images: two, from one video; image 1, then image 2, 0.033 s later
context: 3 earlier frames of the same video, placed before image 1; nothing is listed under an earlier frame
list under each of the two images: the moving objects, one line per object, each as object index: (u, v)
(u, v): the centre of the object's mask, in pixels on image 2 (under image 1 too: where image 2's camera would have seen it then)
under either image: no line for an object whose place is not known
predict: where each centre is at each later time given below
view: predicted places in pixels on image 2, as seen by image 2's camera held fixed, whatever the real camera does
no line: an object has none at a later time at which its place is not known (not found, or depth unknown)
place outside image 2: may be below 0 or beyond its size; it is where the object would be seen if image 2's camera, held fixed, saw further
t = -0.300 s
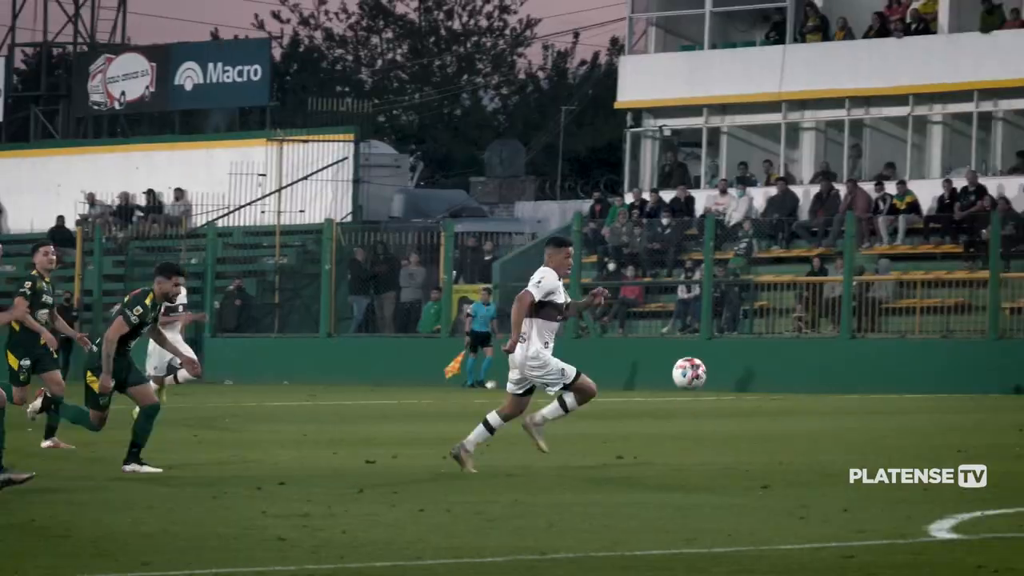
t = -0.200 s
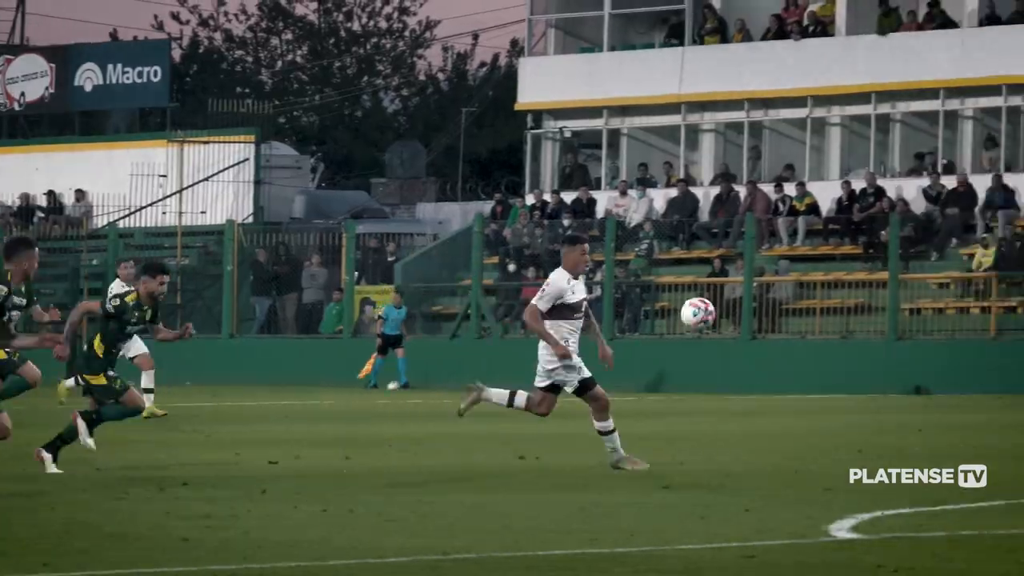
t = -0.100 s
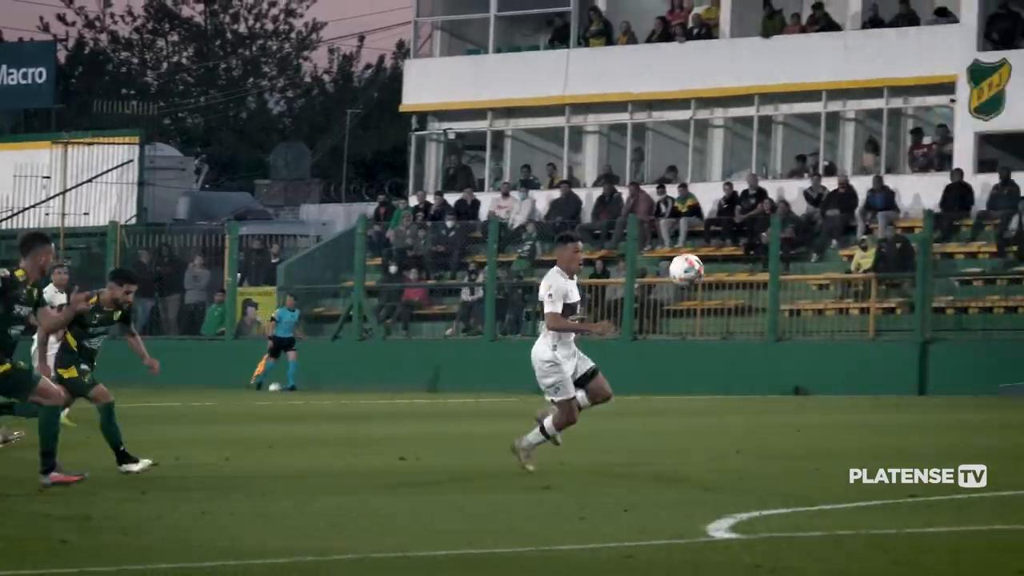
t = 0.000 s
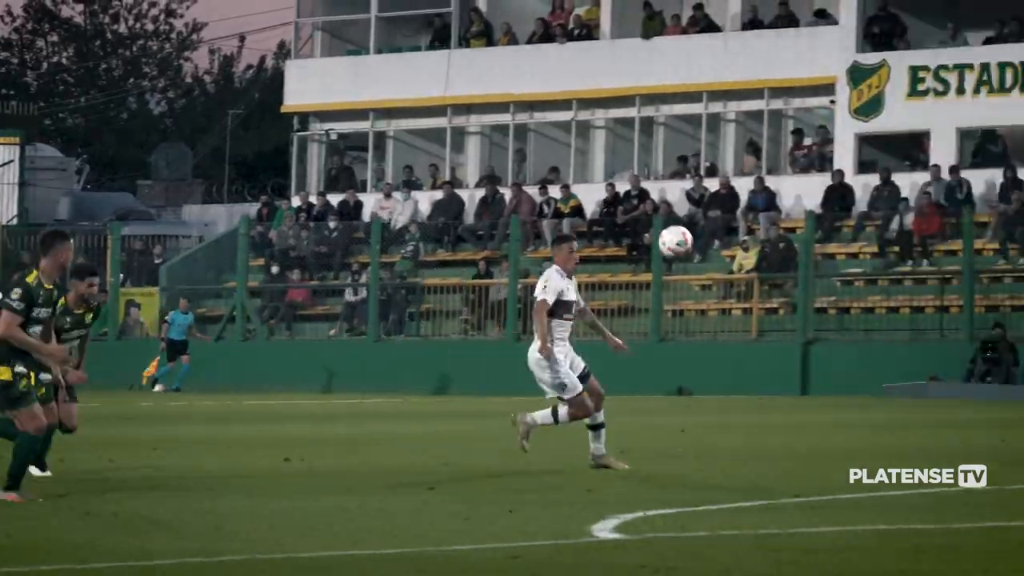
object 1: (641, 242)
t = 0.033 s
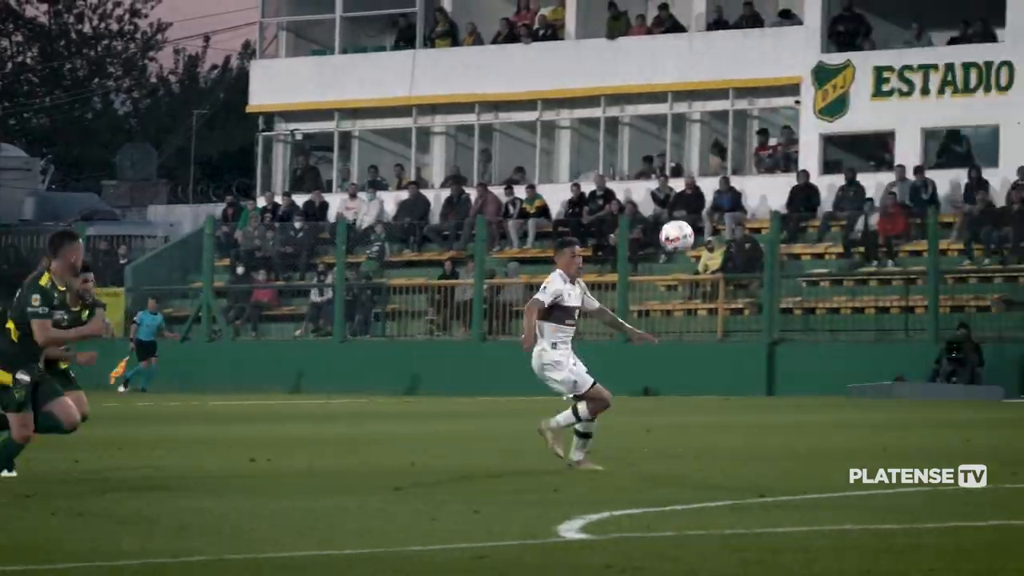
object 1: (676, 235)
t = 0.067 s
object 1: (711, 232)
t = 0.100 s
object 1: (746, 230)
